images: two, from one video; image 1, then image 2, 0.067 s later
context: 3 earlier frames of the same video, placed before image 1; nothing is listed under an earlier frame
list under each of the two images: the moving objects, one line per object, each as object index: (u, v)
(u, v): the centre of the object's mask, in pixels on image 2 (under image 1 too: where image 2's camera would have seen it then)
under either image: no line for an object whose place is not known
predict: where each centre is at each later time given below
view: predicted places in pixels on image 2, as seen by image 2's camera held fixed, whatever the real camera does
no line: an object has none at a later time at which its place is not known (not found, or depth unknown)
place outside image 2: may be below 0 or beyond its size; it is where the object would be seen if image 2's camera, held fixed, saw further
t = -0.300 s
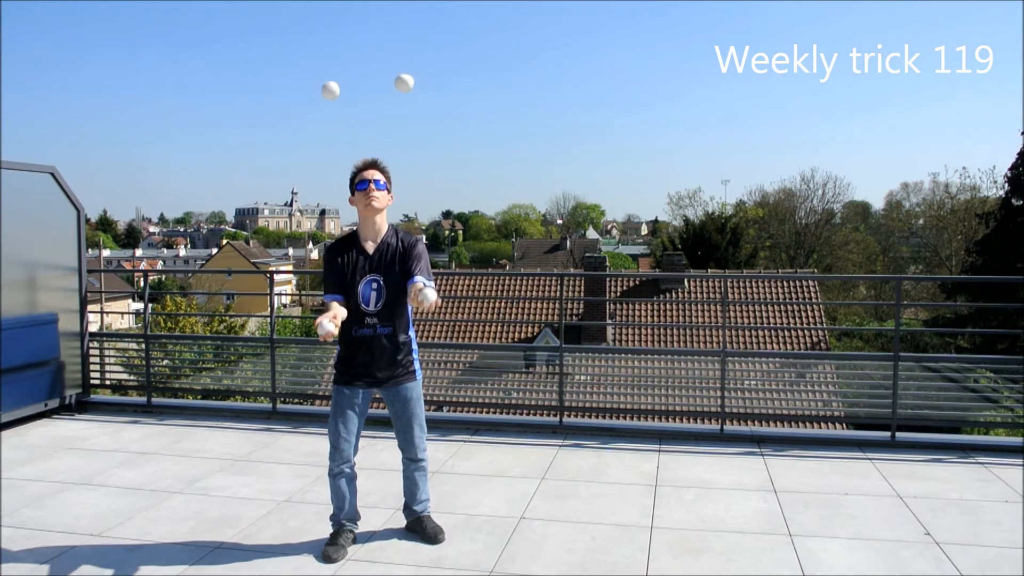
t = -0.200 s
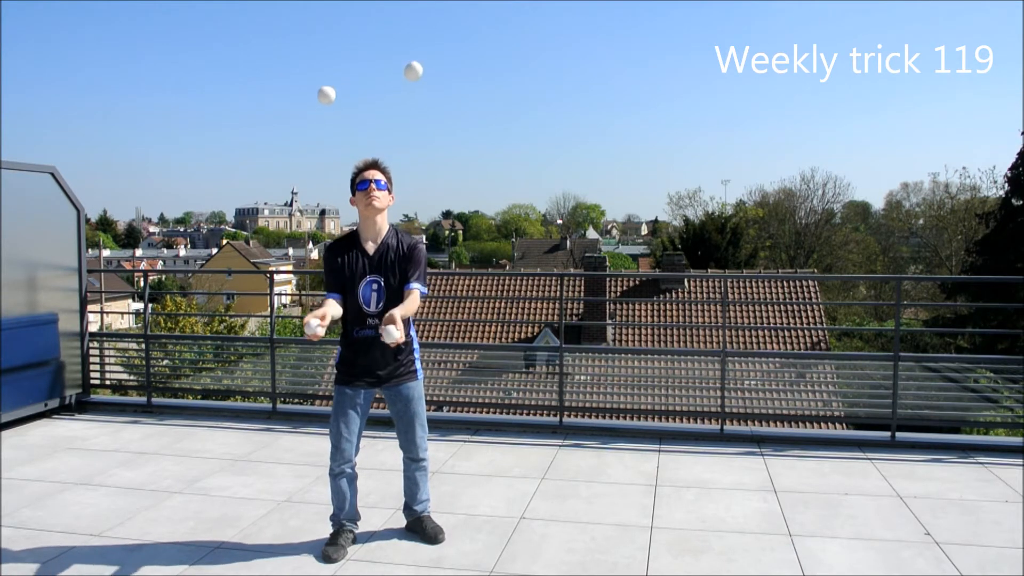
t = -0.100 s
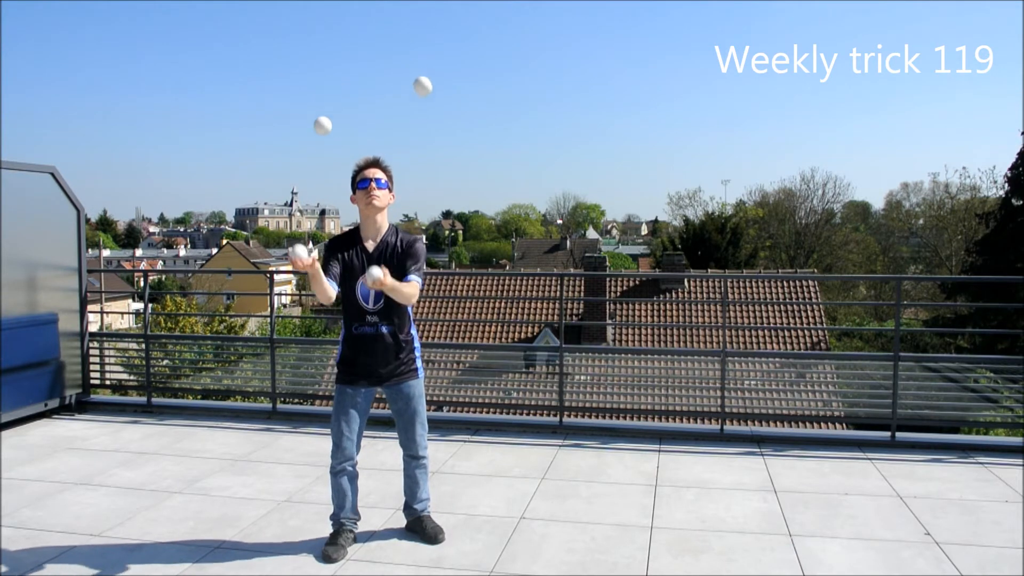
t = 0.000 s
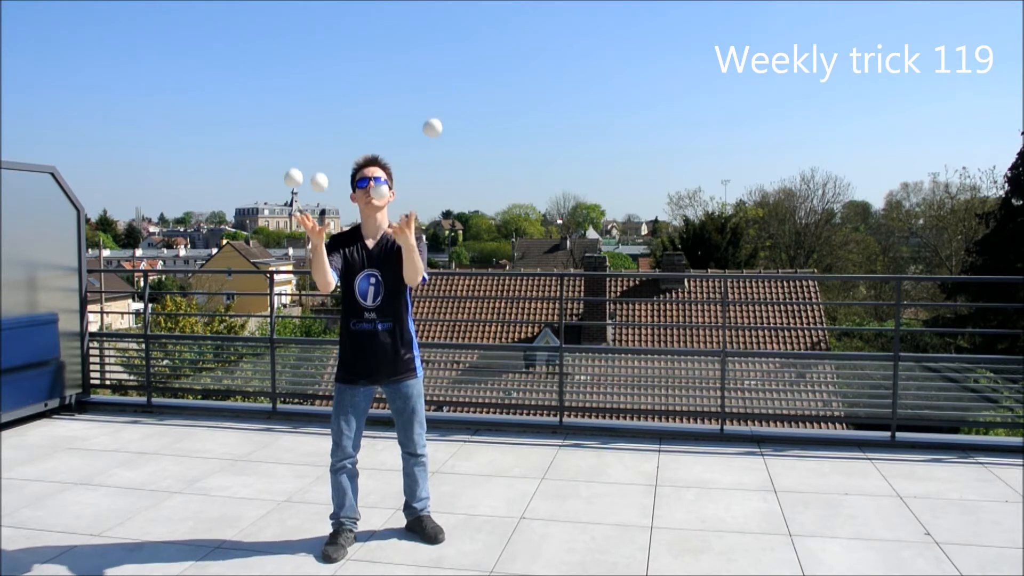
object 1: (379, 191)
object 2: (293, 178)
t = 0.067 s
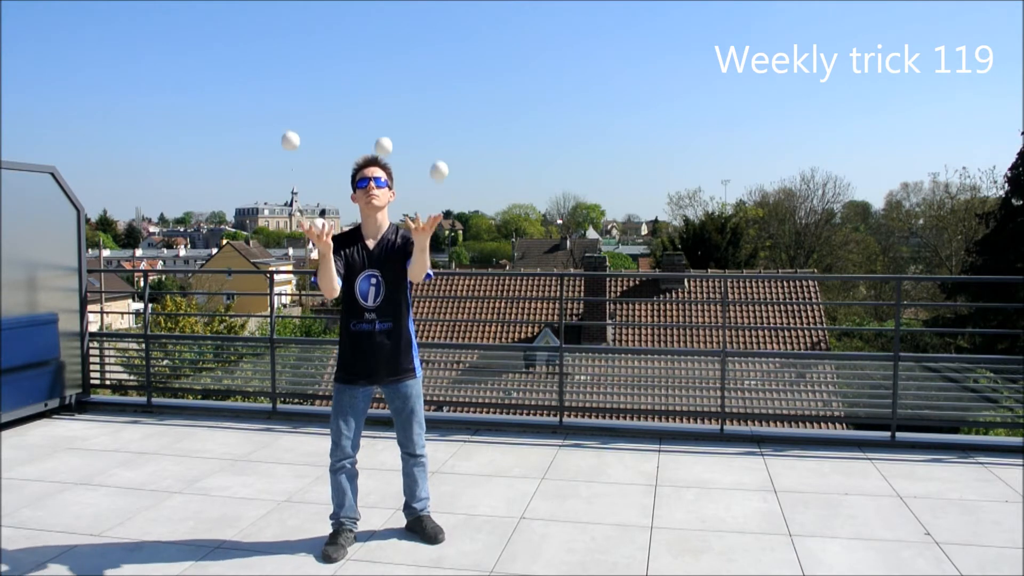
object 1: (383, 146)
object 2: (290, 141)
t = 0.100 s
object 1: (385, 129)
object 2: (289, 126)
